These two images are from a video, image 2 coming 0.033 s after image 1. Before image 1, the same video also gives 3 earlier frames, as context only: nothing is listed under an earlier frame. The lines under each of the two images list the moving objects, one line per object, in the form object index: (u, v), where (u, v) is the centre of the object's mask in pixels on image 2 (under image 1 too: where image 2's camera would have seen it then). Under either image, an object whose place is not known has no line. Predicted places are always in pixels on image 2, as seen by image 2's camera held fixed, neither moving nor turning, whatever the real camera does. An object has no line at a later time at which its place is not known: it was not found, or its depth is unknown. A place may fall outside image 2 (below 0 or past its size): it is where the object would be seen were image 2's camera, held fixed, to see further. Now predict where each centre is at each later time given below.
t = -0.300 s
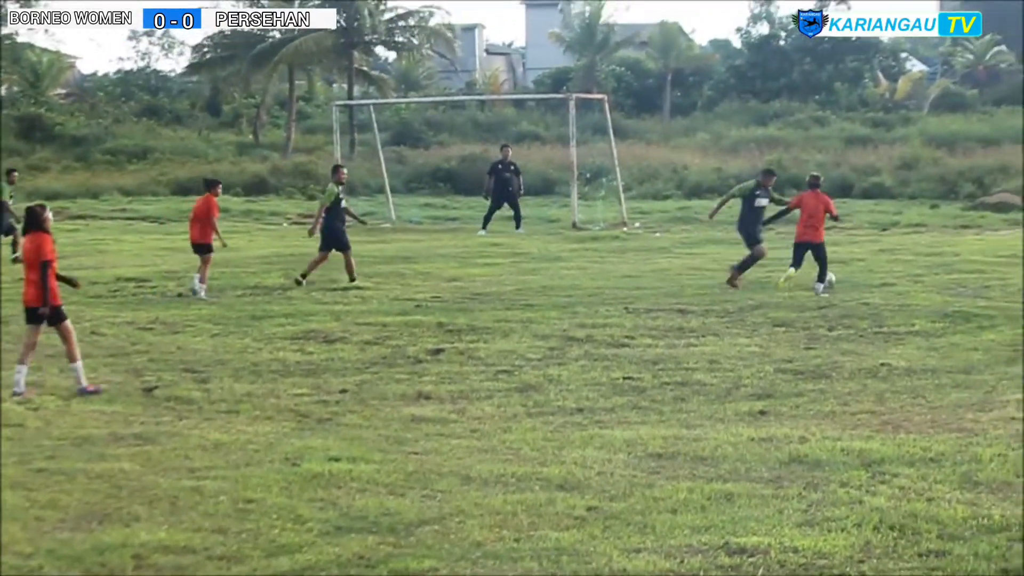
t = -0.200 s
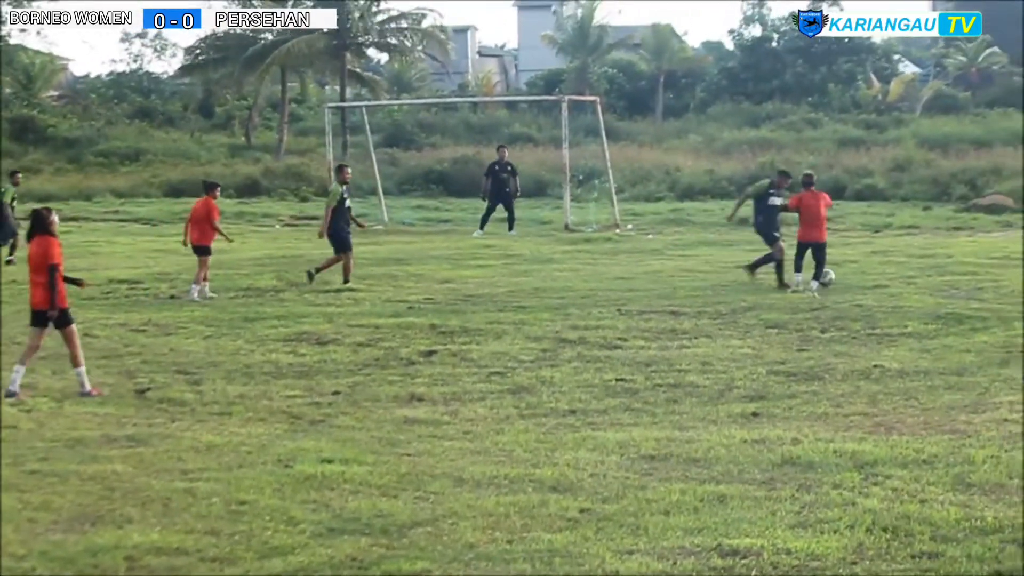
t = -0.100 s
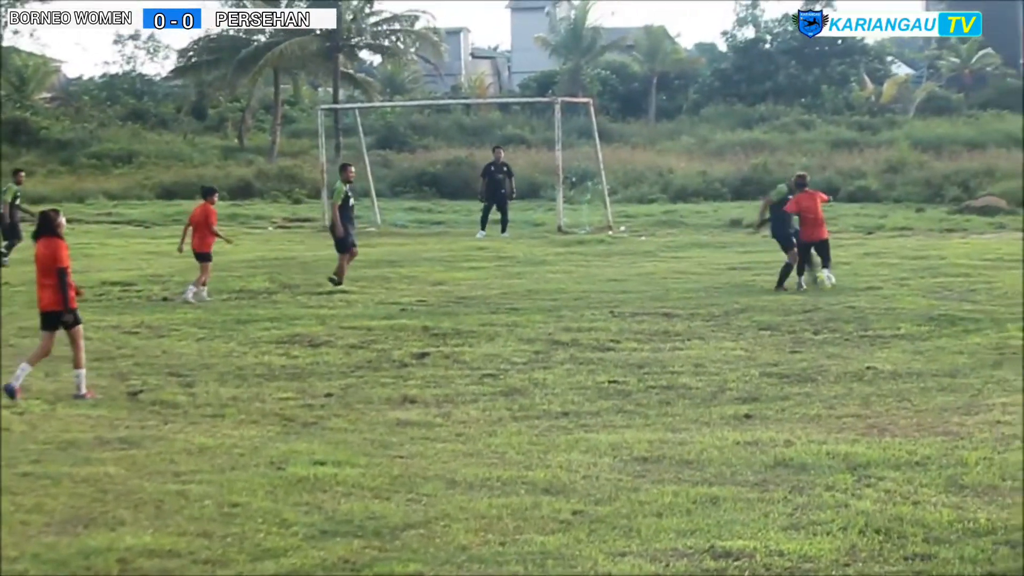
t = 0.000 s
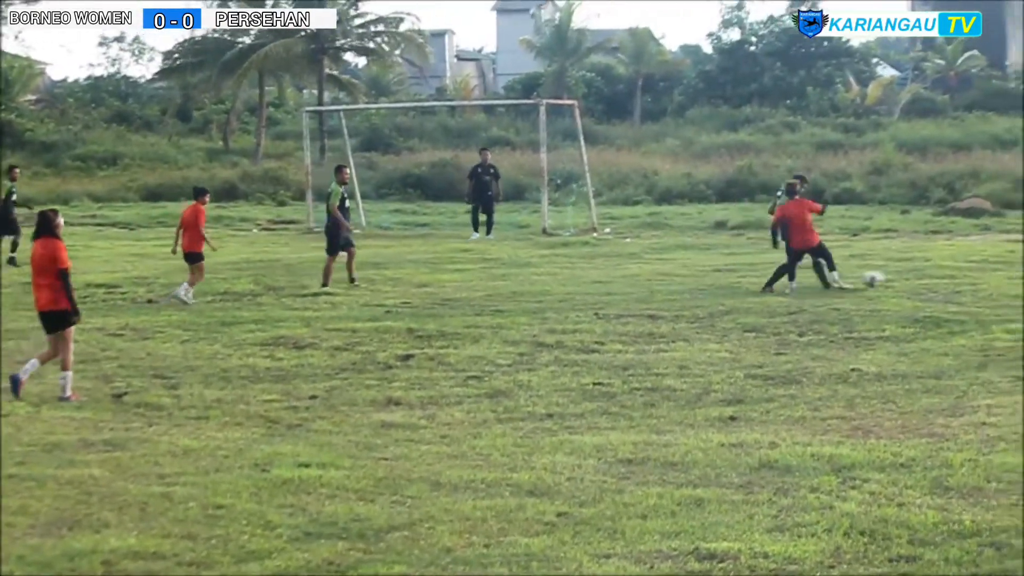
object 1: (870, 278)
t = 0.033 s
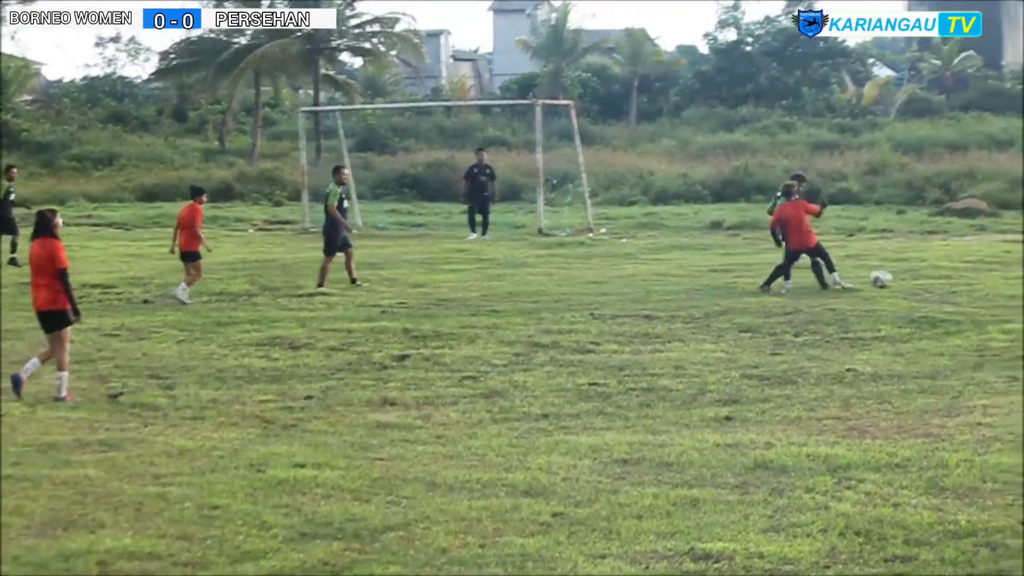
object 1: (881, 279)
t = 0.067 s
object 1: (906, 279)
